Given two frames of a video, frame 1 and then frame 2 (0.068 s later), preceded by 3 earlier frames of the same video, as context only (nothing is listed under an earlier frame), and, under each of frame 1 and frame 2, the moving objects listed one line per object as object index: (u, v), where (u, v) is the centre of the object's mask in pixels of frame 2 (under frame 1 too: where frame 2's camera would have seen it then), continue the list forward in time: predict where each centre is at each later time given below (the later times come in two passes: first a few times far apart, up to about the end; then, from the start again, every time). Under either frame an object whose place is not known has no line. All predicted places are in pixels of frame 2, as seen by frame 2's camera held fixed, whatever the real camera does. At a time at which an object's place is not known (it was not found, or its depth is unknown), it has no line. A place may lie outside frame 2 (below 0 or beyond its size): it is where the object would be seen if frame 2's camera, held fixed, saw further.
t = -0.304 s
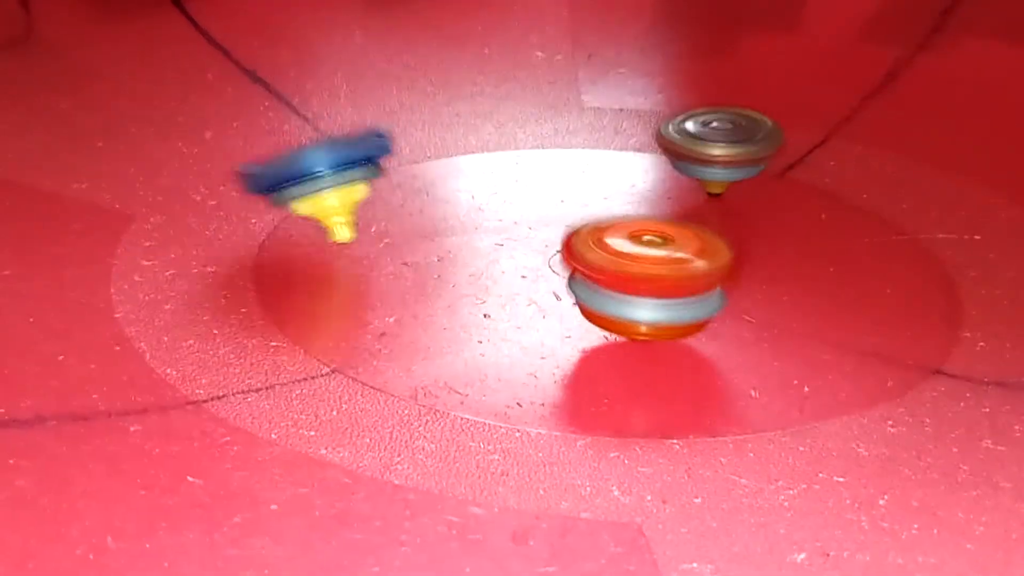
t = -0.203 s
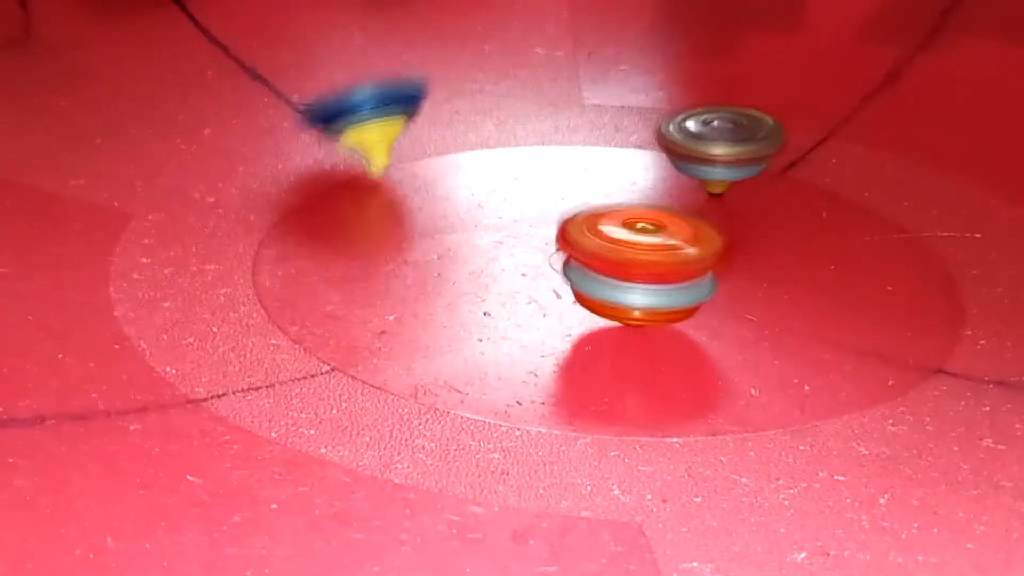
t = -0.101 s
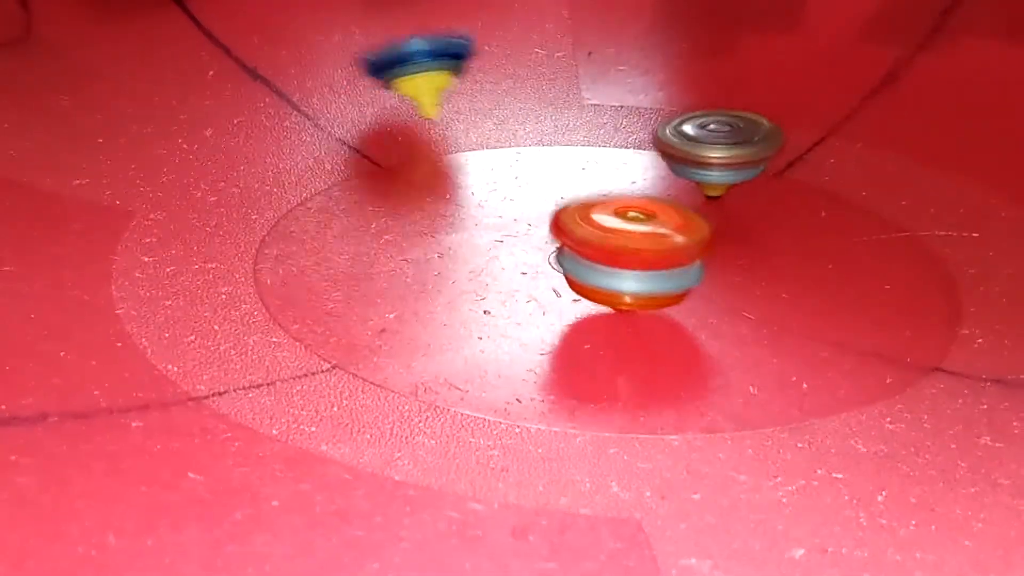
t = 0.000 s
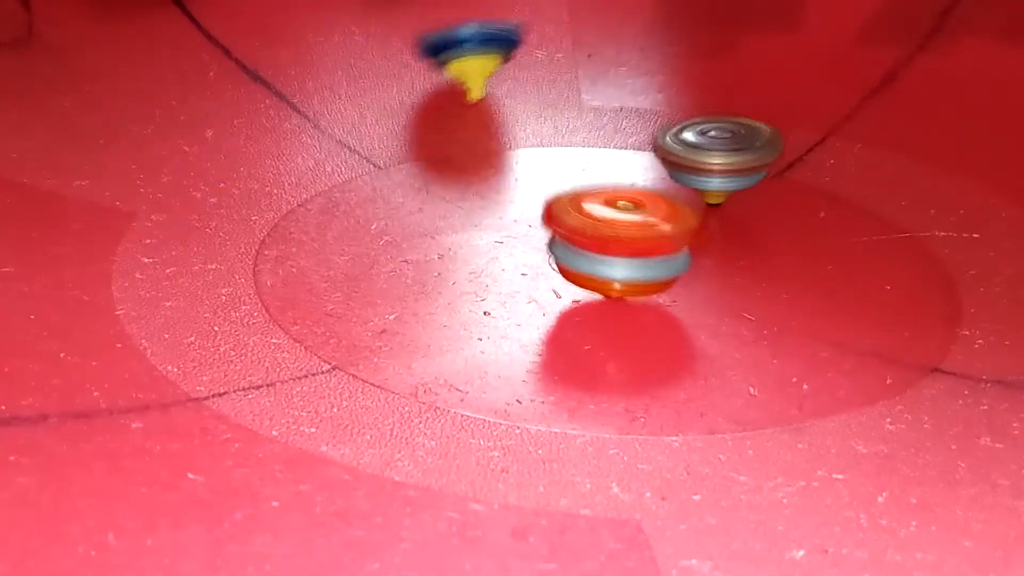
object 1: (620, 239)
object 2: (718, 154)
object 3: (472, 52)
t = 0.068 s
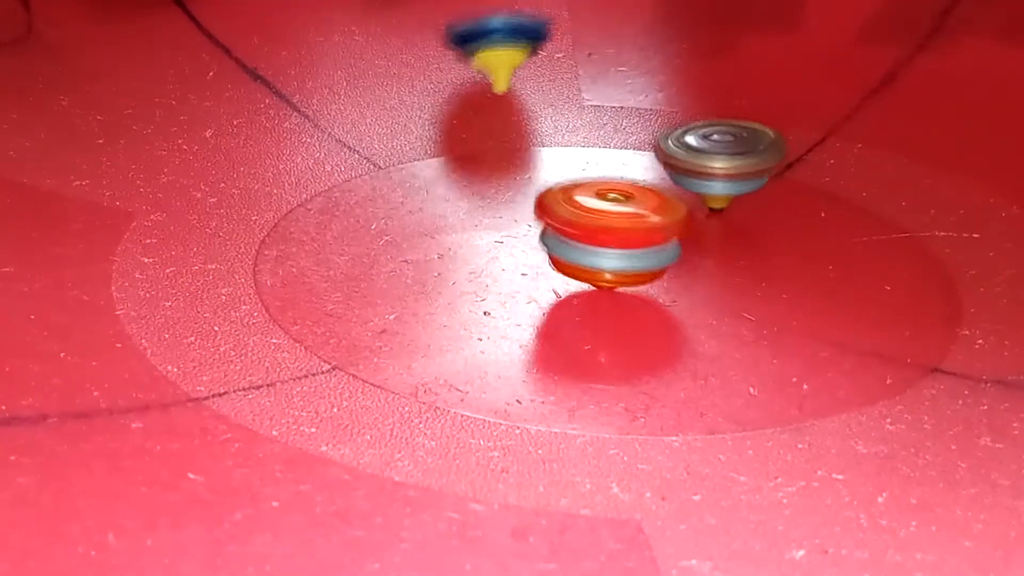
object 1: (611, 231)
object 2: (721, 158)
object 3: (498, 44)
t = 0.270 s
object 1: (604, 209)
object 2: (732, 177)
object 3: (562, 77)
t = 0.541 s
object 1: (354, 177)
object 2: (948, 169)
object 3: (505, 158)
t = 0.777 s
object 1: (207, 156)
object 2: (923, 157)
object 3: (381, 222)
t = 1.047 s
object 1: (153, 145)
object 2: (853, 180)
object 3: (60, 215)
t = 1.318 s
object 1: (225, 154)
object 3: (70, 326)
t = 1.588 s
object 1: (371, 151)
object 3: (608, 301)
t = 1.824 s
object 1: (507, 136)
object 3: (384, 170)
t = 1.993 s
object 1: (617, 124)
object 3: (139, 59)
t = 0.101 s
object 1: (606, 227)
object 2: (722, 162)
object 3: (513, 36)
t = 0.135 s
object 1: (602, 222)
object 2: (724, 164)
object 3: (527, 46)
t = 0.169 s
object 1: (597, 219)
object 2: (725, 167)
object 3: (539, 53)
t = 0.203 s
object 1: (594, 215)
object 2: (727, 170)
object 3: (548, 63)
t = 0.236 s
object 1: (596, 212)
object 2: (729, 174)
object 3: (555, 67)
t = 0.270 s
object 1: (604, 209)
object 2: (732, 177)
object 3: (562, 77)
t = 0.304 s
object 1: (595, 200)
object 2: (743, 182)
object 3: (565, 87)
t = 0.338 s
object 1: (548, 198)
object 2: (797, 182)
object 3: (565, 99)
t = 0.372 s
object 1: (496, 195)
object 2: (847, 182)
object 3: (562, 107)
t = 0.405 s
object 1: (451, 190)
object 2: (885, 180)
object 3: (556, 119)
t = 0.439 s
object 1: (419, 187)
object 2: (913, 178)
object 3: (548, 128)
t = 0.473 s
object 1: (394, 183)
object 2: (931, 175)
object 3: (537, 139)
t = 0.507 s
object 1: (374, 180)
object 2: (942, 172)
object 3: (524, 149)
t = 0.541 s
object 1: (354, 177)
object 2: (948, 169)
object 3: (505, 158)
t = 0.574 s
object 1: (334, 173)
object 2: (950, 167)
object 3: (483, 170)
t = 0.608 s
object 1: (307, 170)
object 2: (948, 164)
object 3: (465, 179)
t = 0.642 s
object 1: (279, 165)
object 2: (945, 162)
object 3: (457, 191)
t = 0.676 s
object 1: (257, 163)
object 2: (942, 159)
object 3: (446, 200)
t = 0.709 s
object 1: (236, 160)
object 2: (937, 158)
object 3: (429, 208)
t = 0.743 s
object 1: (221, 157)
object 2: (931, 157)
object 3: (409, 216)
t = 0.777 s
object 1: (207, 156)
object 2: (923, 157)
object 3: (381, 222)
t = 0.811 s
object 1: (194, 155)
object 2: (913, 158)
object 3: (347, 227)
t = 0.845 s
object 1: (182, 154)
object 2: (903, 159)
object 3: (311, 229)
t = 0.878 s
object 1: (169, 152)
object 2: (892, 161)
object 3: (270, 228)
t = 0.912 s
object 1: (157, 146)
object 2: (882, 164)
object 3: (221, 225)
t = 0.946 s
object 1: (155, 141)
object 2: (874, 167)
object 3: (171, 215)
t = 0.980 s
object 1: (153, 140)
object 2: (866, 171)
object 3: (129, 216)
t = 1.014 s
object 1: (152, 142)
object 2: (860, 175)
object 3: (89, 215)
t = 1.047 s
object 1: (153, 145)
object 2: (853, 180)
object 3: (60, 215)
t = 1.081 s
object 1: (155, 148)
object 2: (846, 185)
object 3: (45, 212)
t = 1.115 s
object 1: (158, 149)
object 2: (839, 190)
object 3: (34, 206)
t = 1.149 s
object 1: (167, 149)
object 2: (833, 195)
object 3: (25, 208)
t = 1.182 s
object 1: (176, 151)
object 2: (826, 201)
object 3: (19, 216)
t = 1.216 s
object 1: (186, 151)
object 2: (820, 206)
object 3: (17, 228)
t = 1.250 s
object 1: (198, 153)
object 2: (813, 212)
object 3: (22, 250)
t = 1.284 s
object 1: (211, 154)
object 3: (38, 284)
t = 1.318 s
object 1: (225, 154)
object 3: (70, 326)
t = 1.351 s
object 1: (242, 155)
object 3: (135, 346)
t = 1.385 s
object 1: (258, 155)
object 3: (261, 362)
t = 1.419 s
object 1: (278, 156)
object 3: (388, 364)
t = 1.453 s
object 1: (297, 155)
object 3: (500, 358)
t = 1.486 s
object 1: (315, 153)
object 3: (613, 339)
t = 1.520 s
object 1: (334, 153)
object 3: (658, 314)
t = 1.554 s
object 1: (353, 152)
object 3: (635, 310)
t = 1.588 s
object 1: (371, 151)
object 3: (608, 301)
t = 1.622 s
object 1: (389, 149)
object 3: (578, 290)
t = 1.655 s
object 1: (407, 147)
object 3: (548, 274)
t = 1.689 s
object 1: (425, 145)
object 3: (515, 254)
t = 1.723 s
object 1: (442, 141)
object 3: (484, 235)
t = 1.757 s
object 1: (461, 134)
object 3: (455, 213)
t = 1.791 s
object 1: (483, 133)
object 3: (428, 191)
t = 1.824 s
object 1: (507, 136)
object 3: (384, 170)
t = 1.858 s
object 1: (535, 133)
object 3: (332, 147)
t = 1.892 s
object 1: (560, 130)
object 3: (279, 122)
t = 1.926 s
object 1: (581, 127)
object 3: (230, 100)
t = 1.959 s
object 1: (599, 125)
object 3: (182, 78)
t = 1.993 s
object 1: (617, 124)
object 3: (139, 59)
